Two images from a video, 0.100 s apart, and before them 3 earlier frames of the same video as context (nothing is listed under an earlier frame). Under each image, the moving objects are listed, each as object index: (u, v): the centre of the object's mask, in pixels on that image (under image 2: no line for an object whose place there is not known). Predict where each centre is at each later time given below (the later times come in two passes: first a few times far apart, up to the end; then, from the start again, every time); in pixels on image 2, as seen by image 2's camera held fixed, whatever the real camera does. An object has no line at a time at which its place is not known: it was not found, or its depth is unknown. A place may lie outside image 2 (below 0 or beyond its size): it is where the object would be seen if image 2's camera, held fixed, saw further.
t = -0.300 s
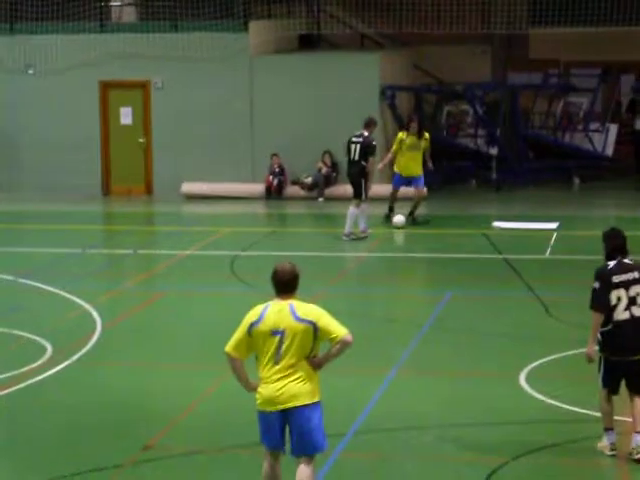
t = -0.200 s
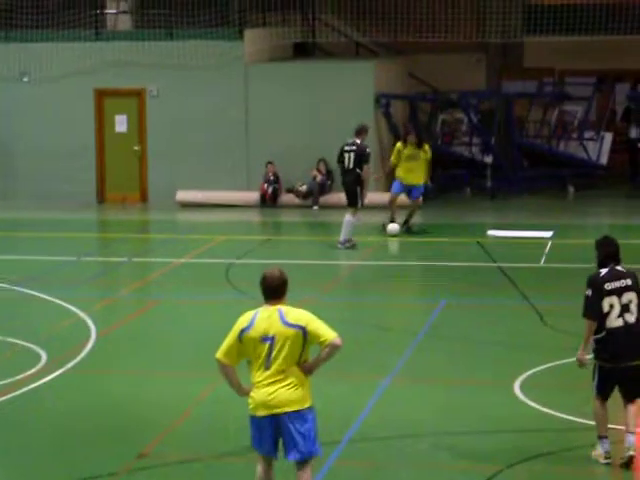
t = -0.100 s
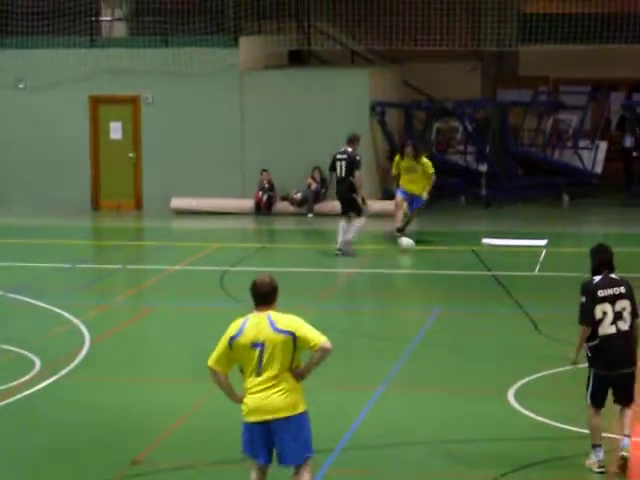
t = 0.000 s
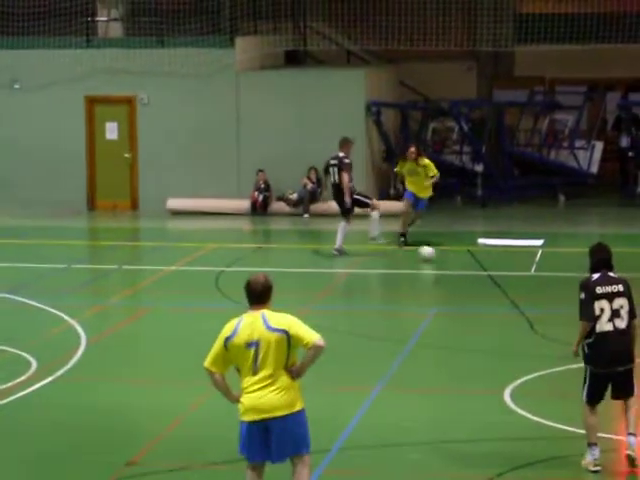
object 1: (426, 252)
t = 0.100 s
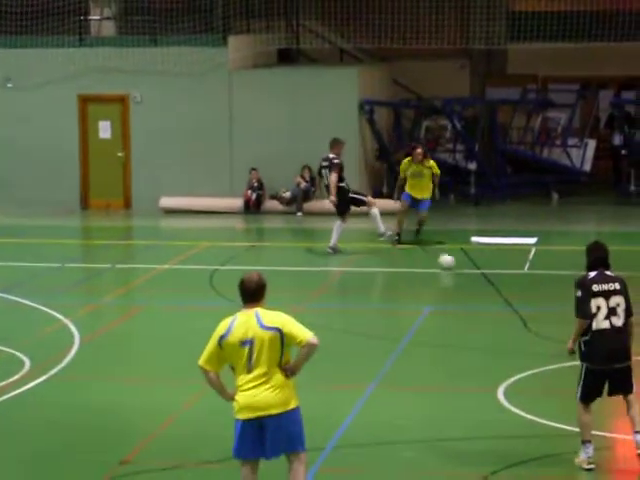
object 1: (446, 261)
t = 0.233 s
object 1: (483, 275)
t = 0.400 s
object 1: (530, 295)
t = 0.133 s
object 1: (455, 265)
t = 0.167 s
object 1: (465, 268)
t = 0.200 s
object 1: (473, 272)
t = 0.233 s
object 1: (483, 275)
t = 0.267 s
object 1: (492, 279)
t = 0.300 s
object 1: (502, 283)
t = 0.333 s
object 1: (511, 287)
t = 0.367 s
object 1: (520, 291)
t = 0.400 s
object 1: (530, 295)
